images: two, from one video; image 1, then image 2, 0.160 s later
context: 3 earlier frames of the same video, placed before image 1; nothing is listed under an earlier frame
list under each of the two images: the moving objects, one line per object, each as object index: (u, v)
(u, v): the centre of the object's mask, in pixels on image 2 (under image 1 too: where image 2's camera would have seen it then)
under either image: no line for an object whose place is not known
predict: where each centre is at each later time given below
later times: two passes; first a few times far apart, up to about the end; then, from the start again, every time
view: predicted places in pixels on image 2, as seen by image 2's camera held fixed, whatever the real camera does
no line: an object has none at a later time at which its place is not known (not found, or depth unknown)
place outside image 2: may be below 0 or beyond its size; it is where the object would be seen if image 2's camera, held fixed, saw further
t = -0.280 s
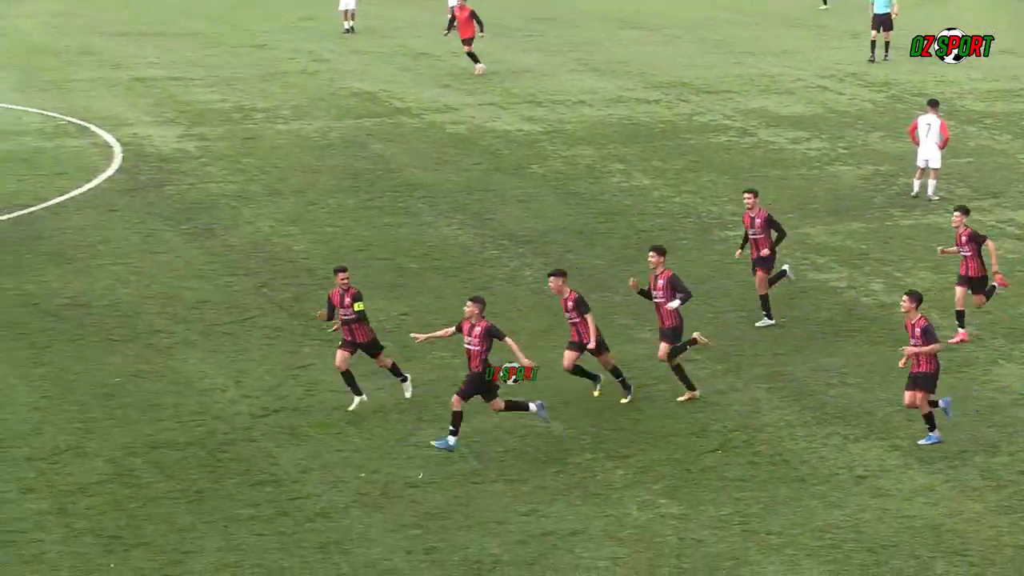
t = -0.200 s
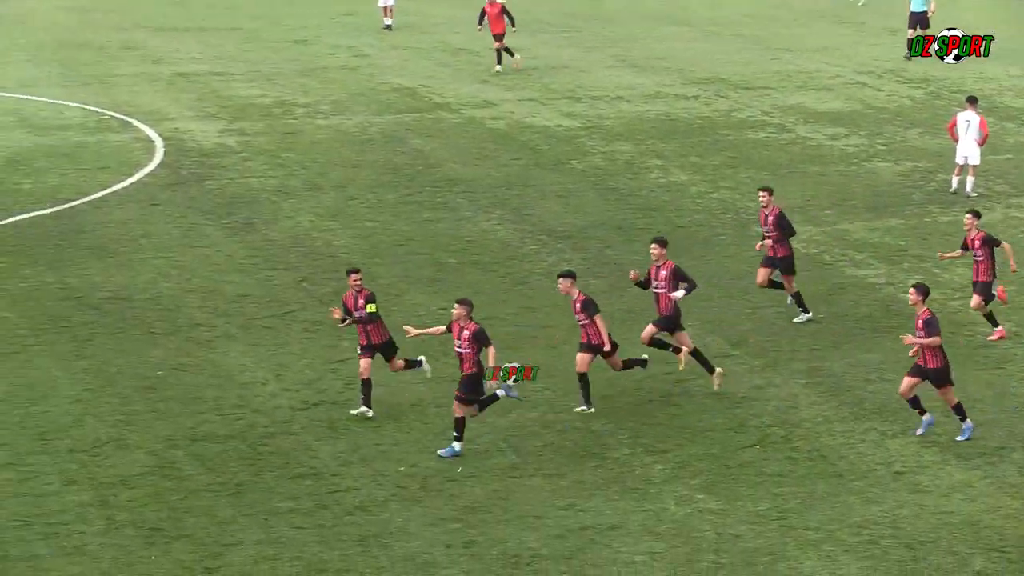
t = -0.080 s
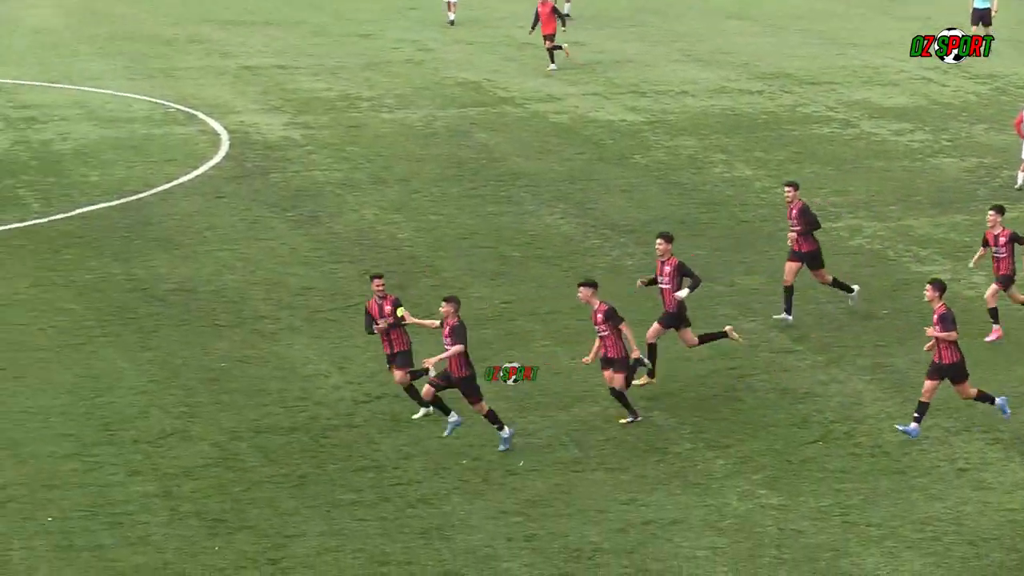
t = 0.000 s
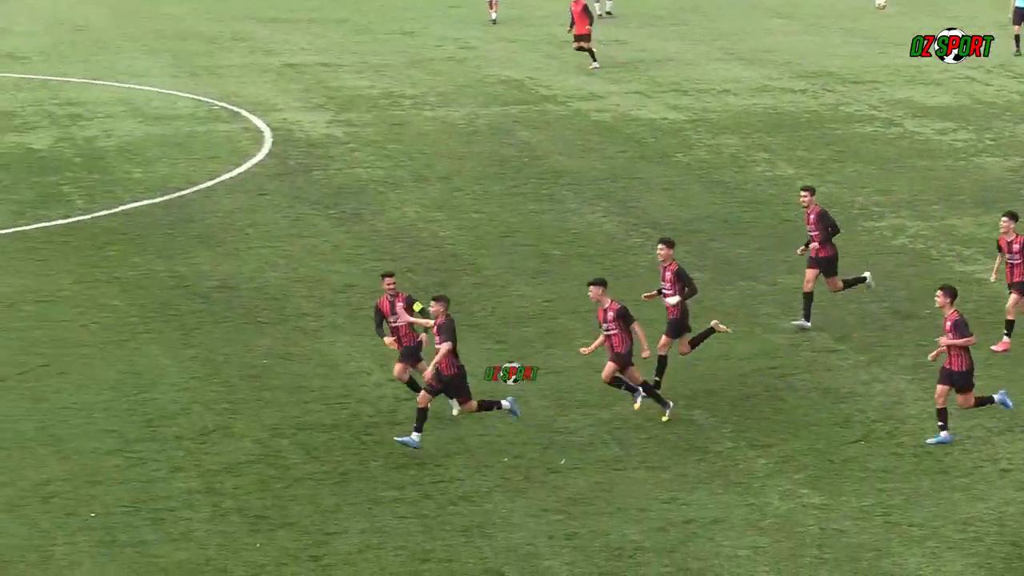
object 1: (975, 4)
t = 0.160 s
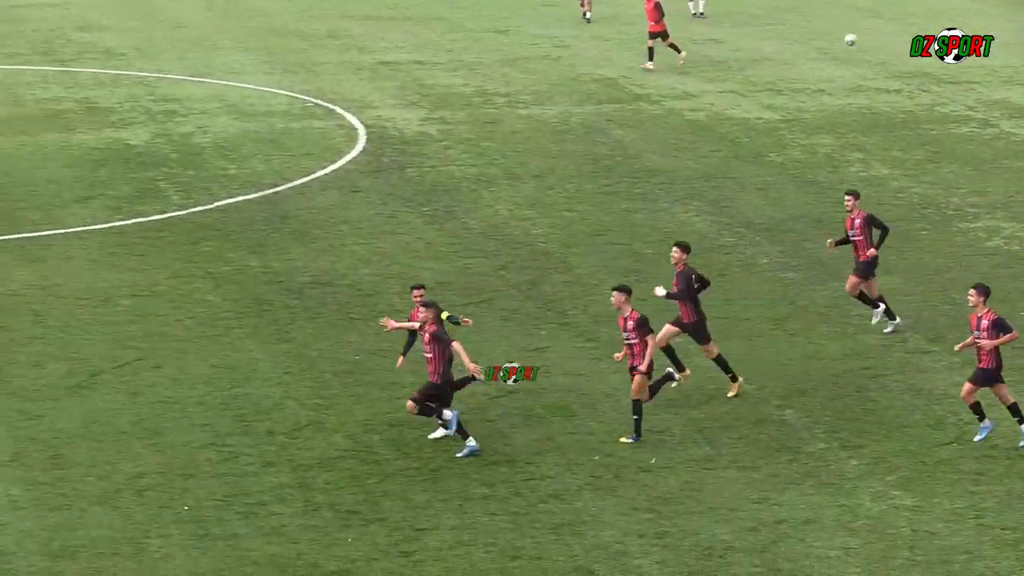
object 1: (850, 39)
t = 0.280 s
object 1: (757, 74)
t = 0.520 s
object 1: (583, 115)
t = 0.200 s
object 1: (819, 50)
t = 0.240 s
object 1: (788, 62)
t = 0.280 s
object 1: (757, 74)
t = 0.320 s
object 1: (726, 88)
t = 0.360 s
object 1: (696, 102)
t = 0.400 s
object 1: (664, 118)
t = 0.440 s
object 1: (635, 127)
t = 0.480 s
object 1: (609, 121)
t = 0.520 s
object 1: (583, 115)
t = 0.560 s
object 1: (557, 112)
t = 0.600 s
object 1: (532, 109)
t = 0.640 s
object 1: (505, 108)
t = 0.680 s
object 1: (479, 107)
